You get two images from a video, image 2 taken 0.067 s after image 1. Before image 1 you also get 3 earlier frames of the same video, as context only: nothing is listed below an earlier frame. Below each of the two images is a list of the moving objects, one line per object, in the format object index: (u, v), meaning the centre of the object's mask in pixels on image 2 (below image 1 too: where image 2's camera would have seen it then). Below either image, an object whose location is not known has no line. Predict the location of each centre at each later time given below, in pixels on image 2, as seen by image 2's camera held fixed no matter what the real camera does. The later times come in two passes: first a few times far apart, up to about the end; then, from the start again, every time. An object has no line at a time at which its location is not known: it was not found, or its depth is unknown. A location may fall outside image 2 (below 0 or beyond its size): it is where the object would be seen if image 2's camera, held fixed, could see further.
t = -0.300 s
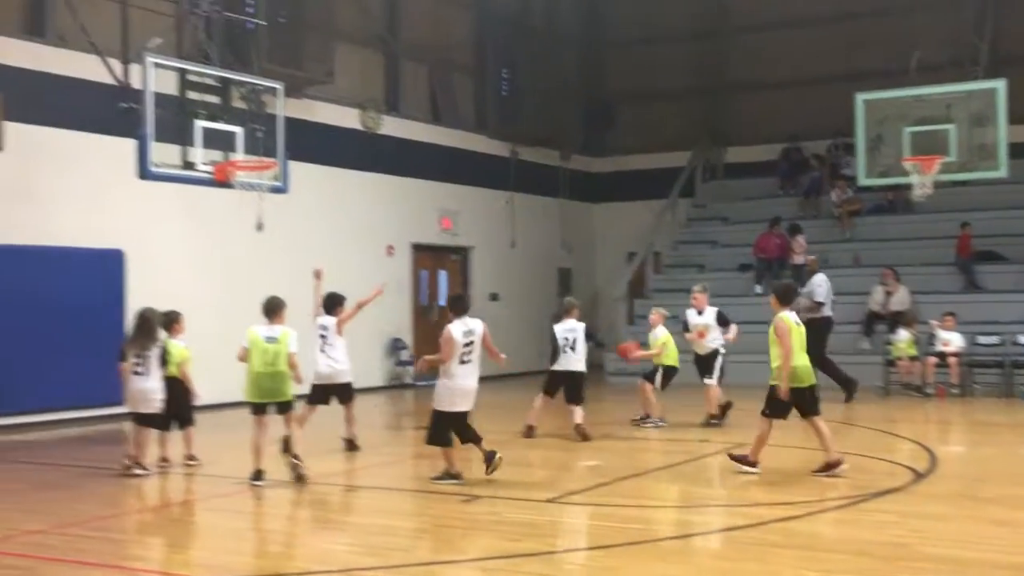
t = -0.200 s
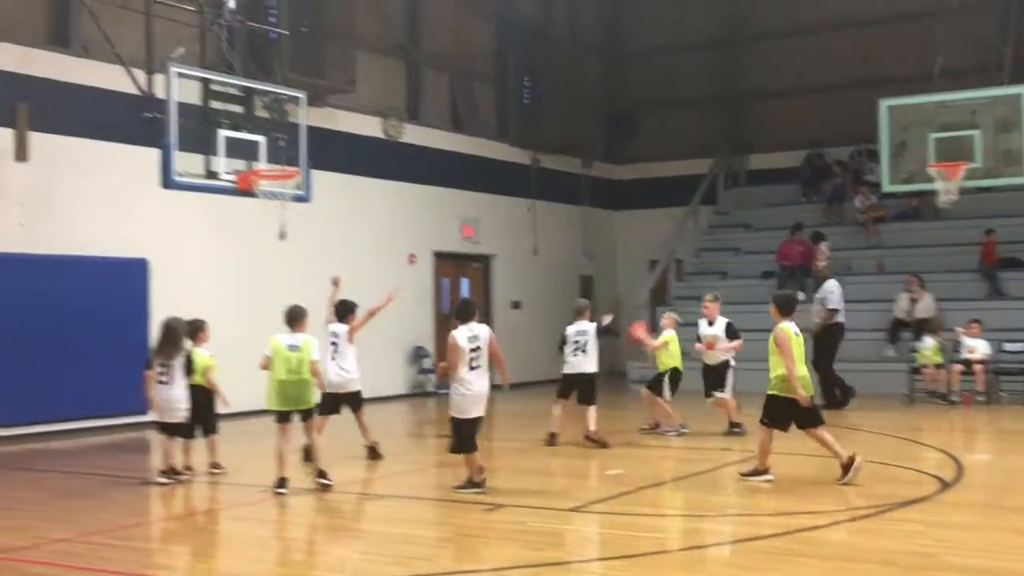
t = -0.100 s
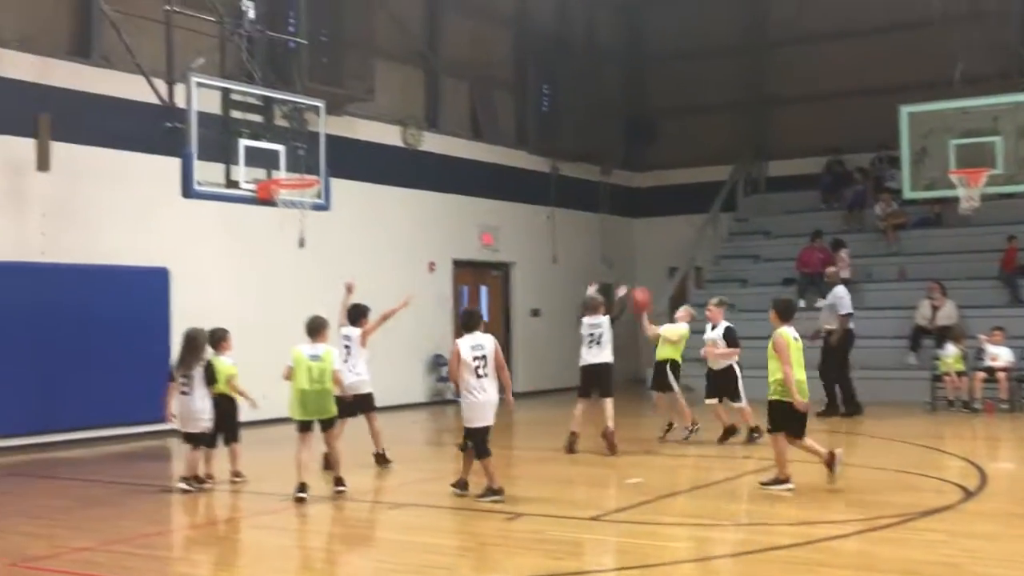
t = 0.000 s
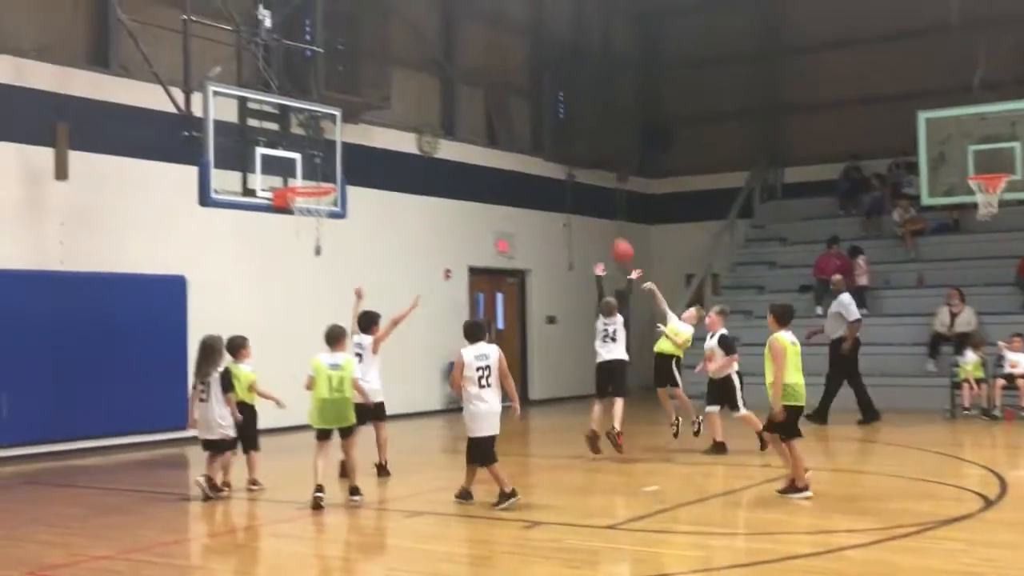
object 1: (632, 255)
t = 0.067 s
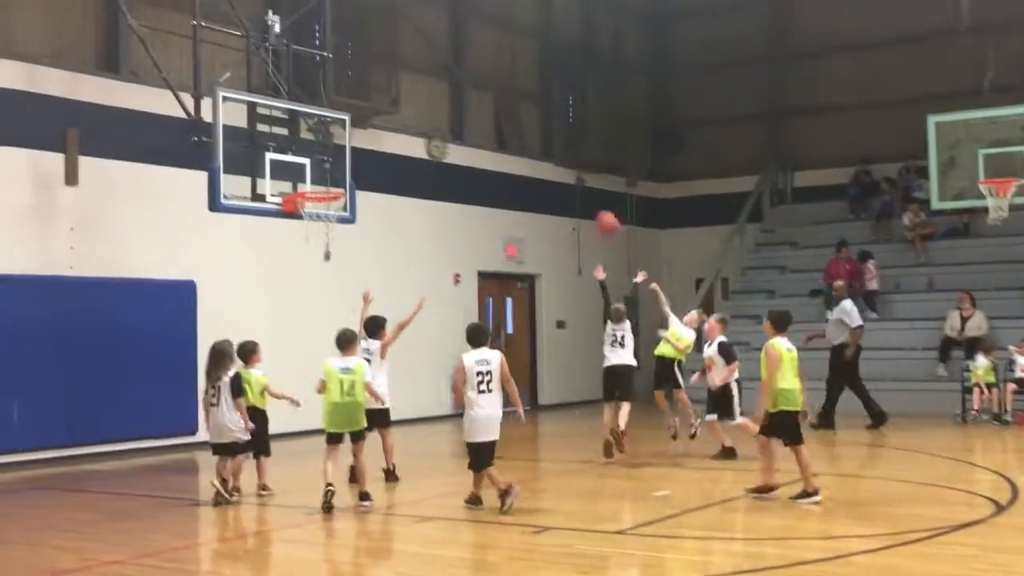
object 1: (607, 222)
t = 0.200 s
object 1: (561, 173)
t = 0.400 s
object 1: (485, 122)
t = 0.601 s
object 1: (411, 113)
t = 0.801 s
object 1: (333, 143)
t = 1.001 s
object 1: (280, 175)
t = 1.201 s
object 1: (255, 167)
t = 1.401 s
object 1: (228, 203)
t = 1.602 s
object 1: (202, 285)
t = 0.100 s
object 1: (595, 209)
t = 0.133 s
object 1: (583, 196)
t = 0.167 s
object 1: (572, 184)
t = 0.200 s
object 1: (561, 173)
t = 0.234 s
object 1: (547, 160)
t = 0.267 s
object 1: (534, 151)
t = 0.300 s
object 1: (522, 142)
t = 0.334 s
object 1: (511, 135)
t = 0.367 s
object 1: (498, 127)
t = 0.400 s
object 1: (485, 122)
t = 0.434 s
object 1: (473, 118)
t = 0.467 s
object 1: (460, 115)
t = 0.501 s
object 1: (447, 111)
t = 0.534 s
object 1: (436, 111)
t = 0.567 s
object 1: (423, 111)
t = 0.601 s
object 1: (411, 113)
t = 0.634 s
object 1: (397, 114)
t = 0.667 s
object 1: (384, 118)
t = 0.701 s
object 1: (371, 122)
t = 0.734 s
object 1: (359, 128)
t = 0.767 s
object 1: (344, 136)
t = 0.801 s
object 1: (333, 143)
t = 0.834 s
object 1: (320, 152)
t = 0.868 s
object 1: (307, 162)
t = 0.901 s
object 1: (293, 174)
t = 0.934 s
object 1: (286, 183)
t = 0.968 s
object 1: (284, 180)
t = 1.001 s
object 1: (280, 175)
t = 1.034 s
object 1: (276, 171)
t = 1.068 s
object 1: (272, 168)
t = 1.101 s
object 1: (267, 166)
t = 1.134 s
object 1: (264, 164)
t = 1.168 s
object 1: (259, 165)
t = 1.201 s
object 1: (255, 167)
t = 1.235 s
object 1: (251, 169)
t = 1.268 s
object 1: (246, 174)
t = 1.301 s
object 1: (242, 179)
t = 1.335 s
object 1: (238, 186)
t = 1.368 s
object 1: (233, 194)
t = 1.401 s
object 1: (228, 203)
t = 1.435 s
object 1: (225, 213)
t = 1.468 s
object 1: (220, 225)
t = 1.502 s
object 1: (215, 238)
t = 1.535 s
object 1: (211, 252)
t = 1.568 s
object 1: (206, 268)
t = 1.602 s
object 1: (202, 285)
